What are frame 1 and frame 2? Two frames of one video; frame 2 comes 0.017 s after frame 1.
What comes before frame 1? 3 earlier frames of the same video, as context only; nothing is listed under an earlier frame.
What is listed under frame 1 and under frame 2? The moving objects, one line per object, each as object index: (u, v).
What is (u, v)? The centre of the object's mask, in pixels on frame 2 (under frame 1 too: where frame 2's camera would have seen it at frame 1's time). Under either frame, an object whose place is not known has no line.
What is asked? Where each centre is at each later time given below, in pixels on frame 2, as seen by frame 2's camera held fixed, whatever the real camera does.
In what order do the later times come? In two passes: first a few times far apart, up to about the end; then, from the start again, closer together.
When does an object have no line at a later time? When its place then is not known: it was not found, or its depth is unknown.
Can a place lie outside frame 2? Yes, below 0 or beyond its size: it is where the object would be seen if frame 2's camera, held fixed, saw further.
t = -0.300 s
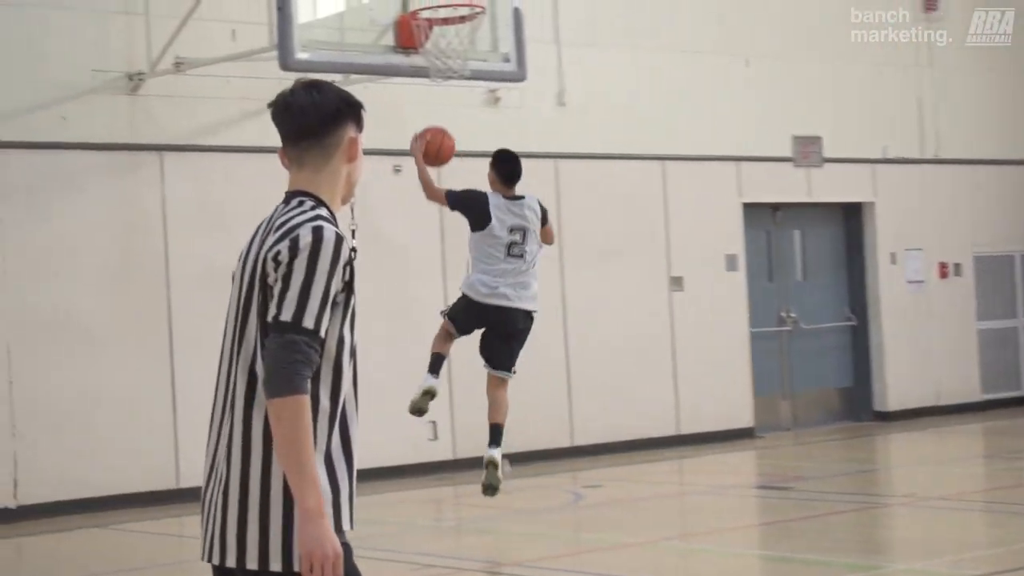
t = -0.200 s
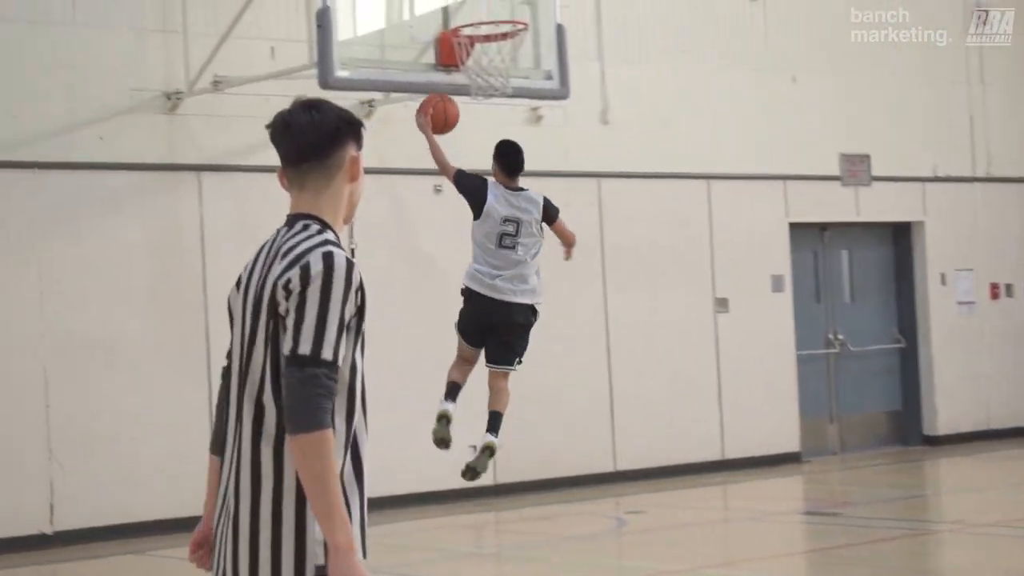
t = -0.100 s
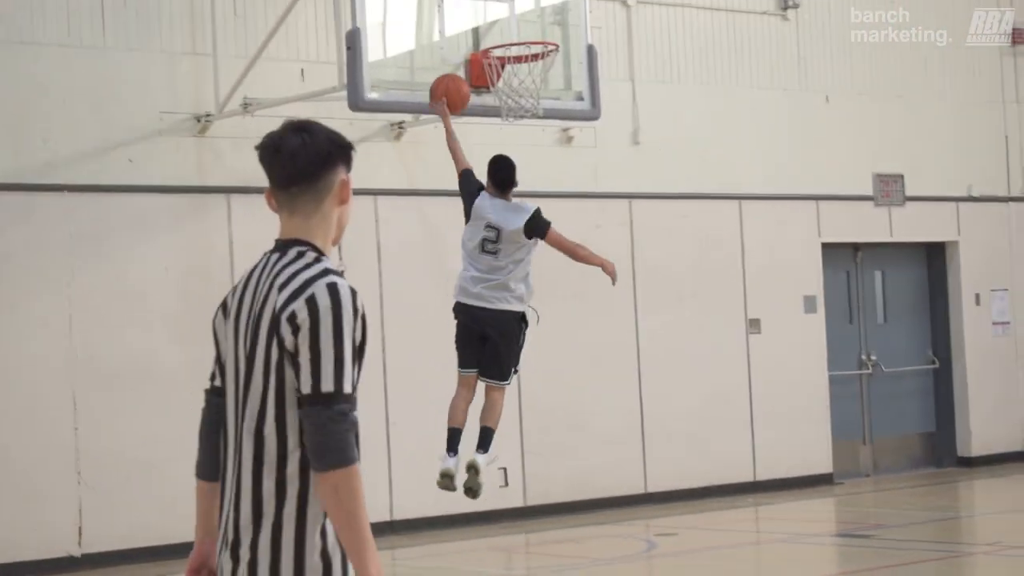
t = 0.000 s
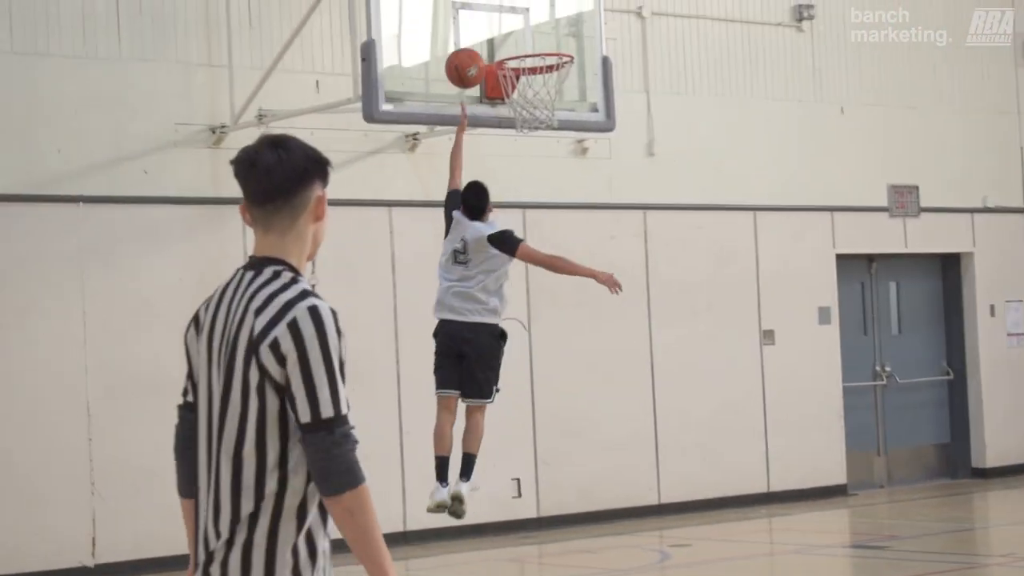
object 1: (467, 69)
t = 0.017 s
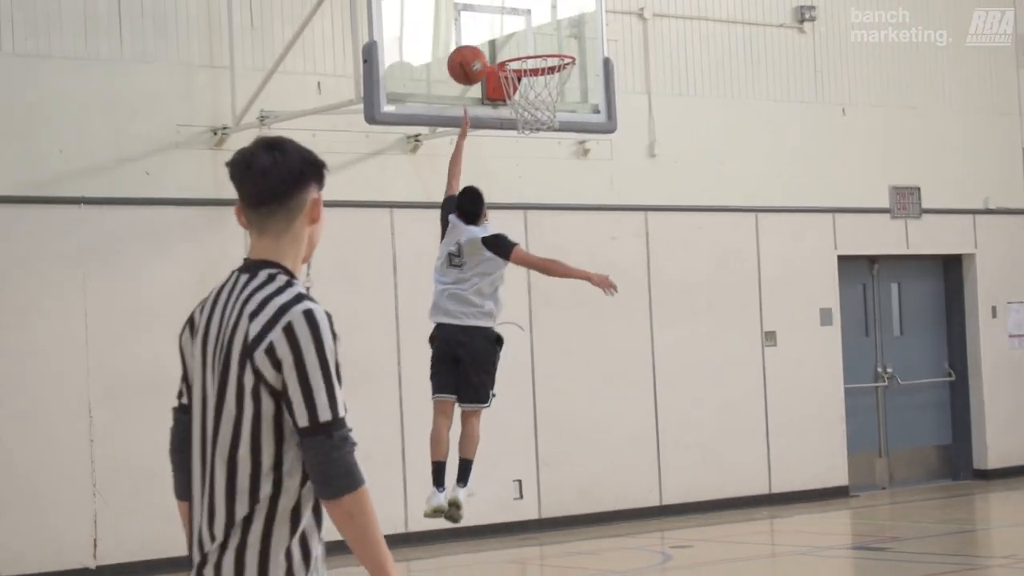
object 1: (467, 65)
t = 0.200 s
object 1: (474, 44)
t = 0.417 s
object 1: (503, 43)
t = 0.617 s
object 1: (530, 67)
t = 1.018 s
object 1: (548, 168)
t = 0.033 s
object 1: (467, 61)
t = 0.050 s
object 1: (468, 57)
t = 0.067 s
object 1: (469, 54)
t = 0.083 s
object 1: (469, 51)
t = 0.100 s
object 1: (470, 48)
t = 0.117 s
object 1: (470, 47)
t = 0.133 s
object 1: (471, 45)
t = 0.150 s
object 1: (472, 44)
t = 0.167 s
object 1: (472, 44)
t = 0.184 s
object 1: (473, 43)
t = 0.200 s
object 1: (474, 44)
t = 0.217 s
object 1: (474, 45)
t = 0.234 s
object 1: (477, 44)
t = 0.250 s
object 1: (481, 44)
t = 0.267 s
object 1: (485, 44)
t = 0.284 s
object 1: (488, 45)
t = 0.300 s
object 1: (492, 45)
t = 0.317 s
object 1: (494, 45)
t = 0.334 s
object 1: (496, 44)
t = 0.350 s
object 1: (497, 43)
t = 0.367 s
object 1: (498, 42)
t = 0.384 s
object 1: (500, 42)
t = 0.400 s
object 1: (501, 42)
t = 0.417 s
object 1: (503, 43)
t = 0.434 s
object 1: (504, 43)
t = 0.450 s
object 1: (505, 45)
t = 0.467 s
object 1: (507, 47)
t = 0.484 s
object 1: (509, 48)
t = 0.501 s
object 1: (512, 48)
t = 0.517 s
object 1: (515, 49)
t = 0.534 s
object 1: (517, 53)
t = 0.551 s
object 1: (520, 54)
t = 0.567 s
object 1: (523, 57)
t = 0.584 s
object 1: (525, 59)
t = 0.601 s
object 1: (527, 63)
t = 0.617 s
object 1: (530, 67)
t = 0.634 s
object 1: (533, 71)
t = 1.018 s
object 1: (548, 168)
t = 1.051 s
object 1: (548, 185)
